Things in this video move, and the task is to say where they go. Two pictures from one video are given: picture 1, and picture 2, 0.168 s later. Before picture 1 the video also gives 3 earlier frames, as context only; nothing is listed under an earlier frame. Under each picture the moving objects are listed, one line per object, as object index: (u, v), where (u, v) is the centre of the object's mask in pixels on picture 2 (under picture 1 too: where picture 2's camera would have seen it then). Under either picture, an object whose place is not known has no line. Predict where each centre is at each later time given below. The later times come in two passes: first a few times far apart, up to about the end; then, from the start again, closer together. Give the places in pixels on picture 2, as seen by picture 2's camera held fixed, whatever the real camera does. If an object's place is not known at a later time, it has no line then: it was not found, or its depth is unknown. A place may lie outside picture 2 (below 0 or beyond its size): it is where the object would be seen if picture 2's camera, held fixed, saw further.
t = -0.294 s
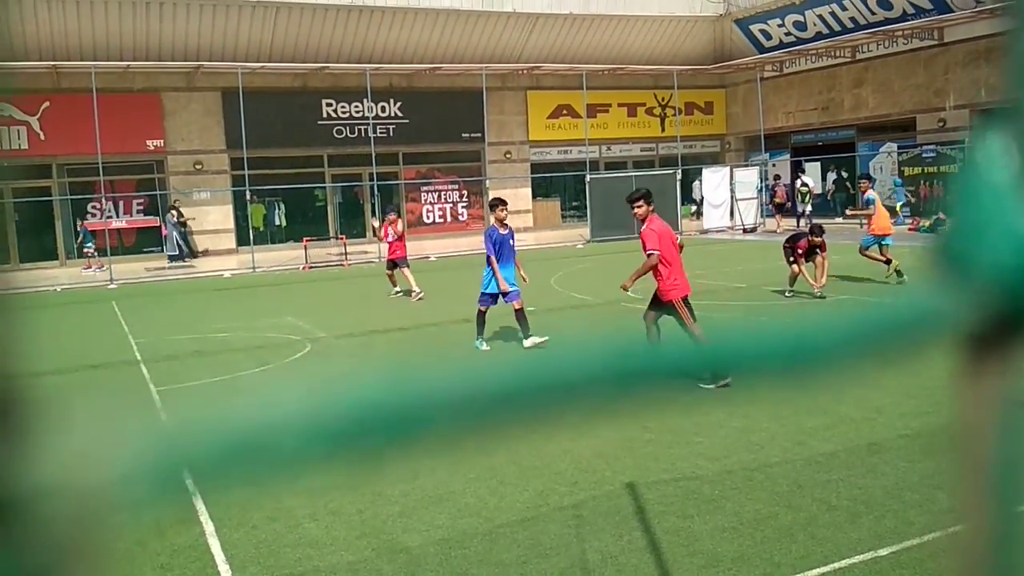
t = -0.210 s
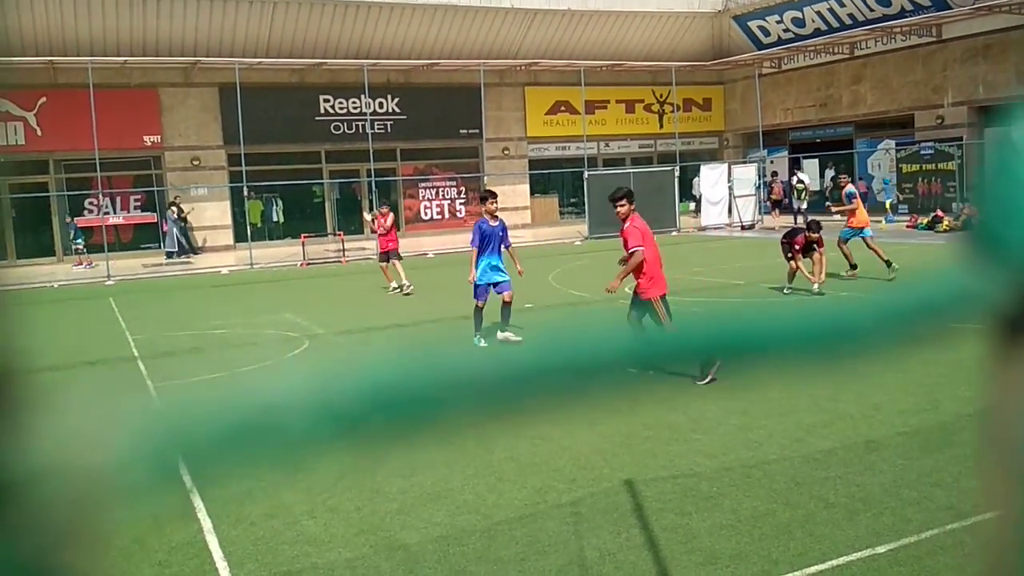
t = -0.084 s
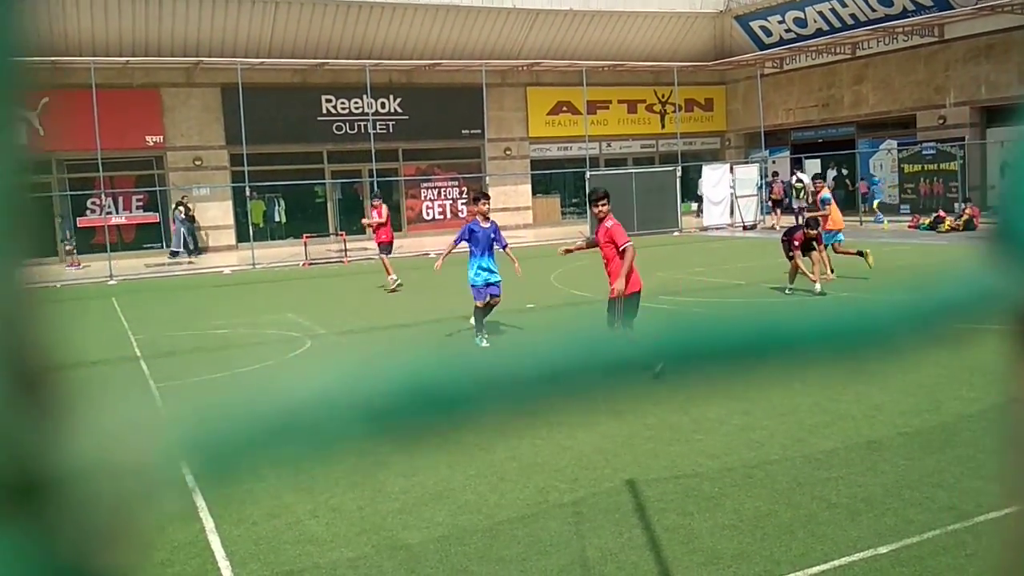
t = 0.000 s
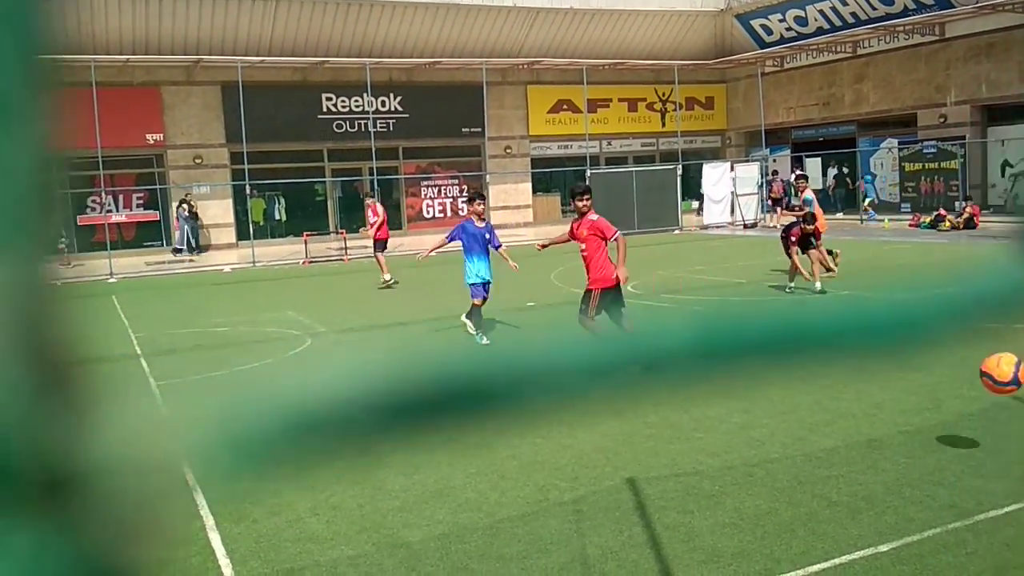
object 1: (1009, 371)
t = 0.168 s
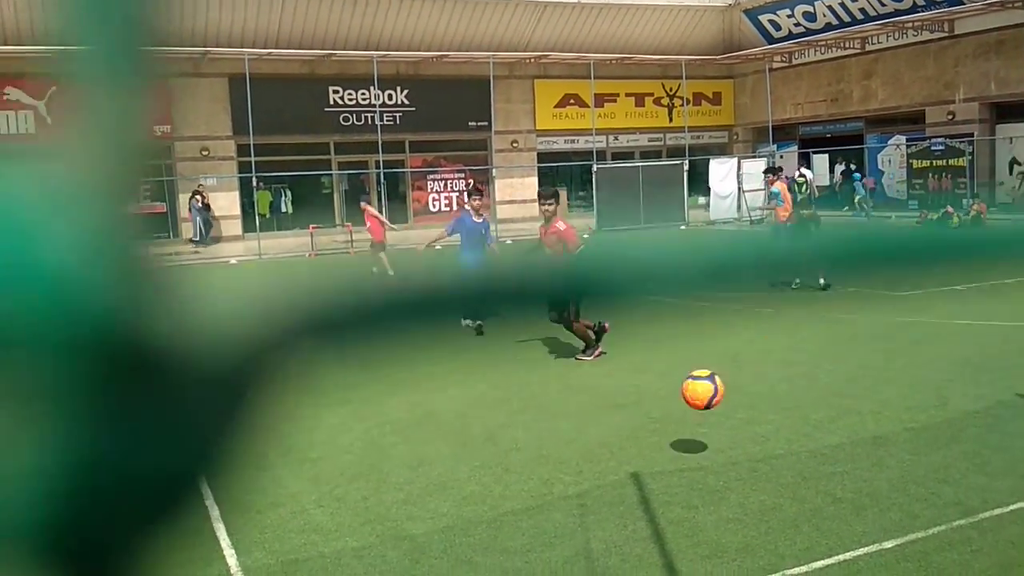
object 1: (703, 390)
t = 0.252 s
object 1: (559, 417)
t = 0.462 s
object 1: (299, 419)
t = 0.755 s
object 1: (24, 439)
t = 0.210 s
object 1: (629, 402)
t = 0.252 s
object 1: (559, 417)
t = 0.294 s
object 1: (490, 435)
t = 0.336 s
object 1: (424, 456)
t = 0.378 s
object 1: (381, 442)
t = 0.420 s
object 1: (340, 428)
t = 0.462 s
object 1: (299, 419)
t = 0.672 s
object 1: (99, 419)
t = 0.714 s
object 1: (61, 428)
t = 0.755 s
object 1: (24, 439)
